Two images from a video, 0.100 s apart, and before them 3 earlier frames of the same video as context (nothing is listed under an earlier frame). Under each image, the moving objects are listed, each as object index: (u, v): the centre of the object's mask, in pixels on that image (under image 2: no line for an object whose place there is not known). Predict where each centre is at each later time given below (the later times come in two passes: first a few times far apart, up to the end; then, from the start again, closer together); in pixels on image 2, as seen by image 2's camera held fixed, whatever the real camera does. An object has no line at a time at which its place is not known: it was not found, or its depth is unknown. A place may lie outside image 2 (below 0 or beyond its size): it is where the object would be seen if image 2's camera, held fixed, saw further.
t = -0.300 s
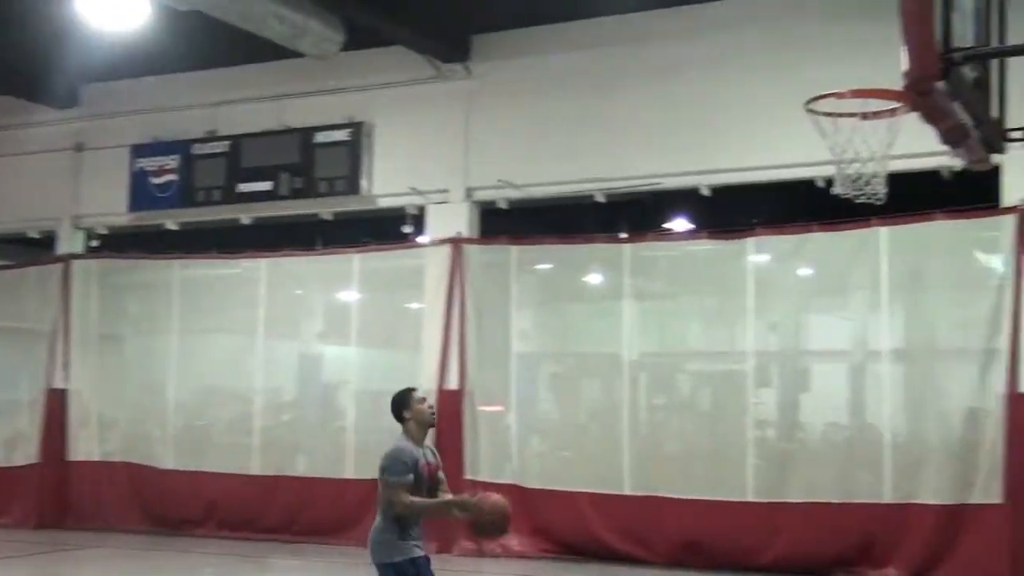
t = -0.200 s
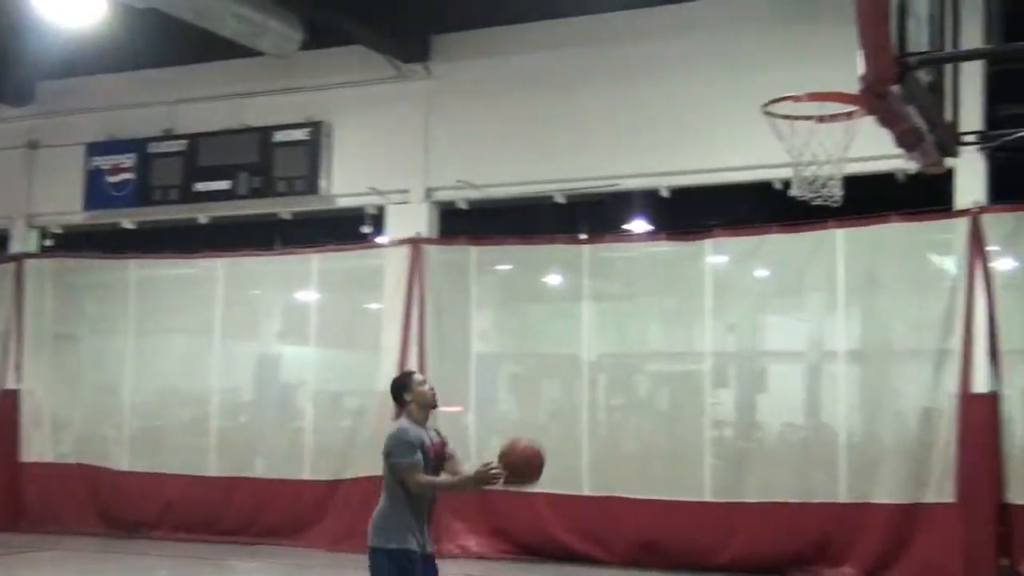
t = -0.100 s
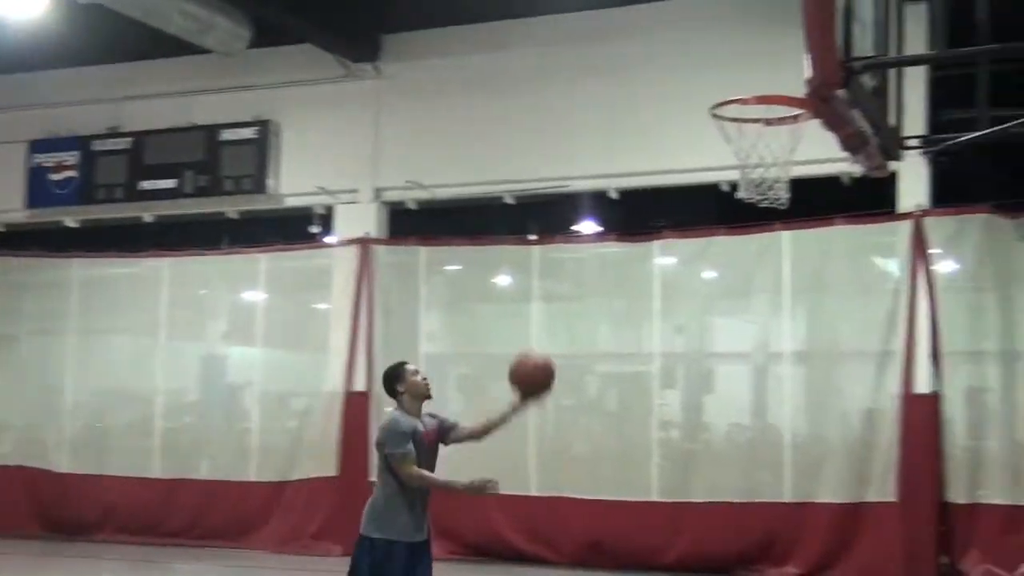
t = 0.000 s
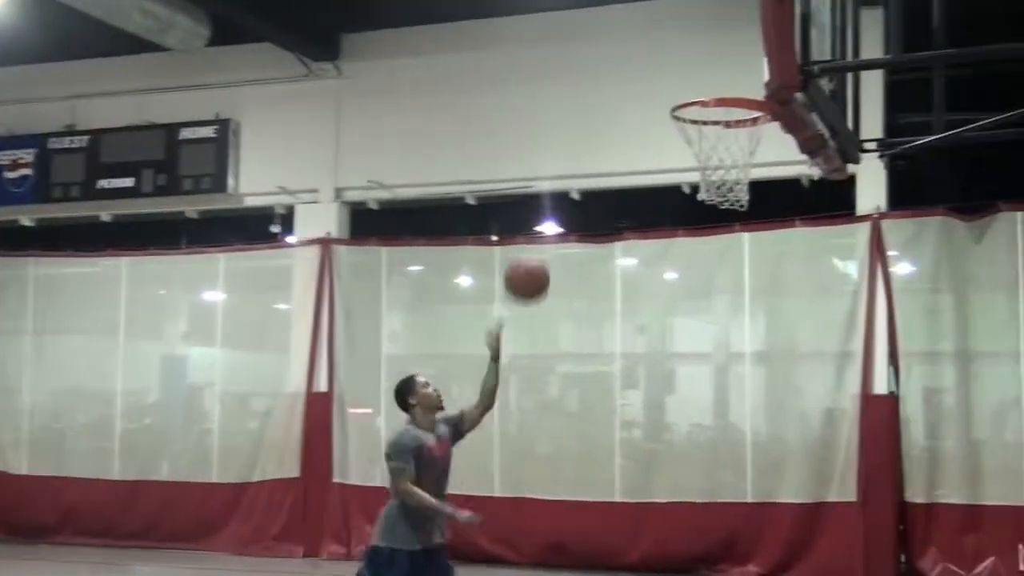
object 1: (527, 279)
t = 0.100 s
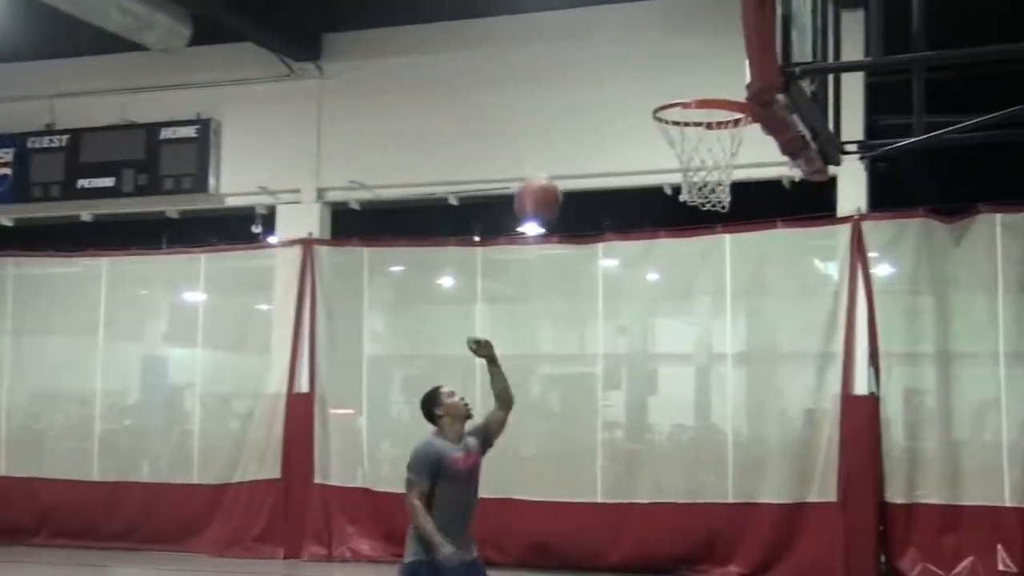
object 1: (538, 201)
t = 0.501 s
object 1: (650, 68)
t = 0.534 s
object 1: (662, 70)
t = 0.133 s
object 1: (547, 179)
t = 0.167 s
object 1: (557, 158)
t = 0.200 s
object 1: (566, 139)
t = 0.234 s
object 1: (577, 123)
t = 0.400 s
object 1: (623, 72)
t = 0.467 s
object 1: (639, 68)
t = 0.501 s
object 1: (650, 68)
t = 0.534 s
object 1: (662, 70)
